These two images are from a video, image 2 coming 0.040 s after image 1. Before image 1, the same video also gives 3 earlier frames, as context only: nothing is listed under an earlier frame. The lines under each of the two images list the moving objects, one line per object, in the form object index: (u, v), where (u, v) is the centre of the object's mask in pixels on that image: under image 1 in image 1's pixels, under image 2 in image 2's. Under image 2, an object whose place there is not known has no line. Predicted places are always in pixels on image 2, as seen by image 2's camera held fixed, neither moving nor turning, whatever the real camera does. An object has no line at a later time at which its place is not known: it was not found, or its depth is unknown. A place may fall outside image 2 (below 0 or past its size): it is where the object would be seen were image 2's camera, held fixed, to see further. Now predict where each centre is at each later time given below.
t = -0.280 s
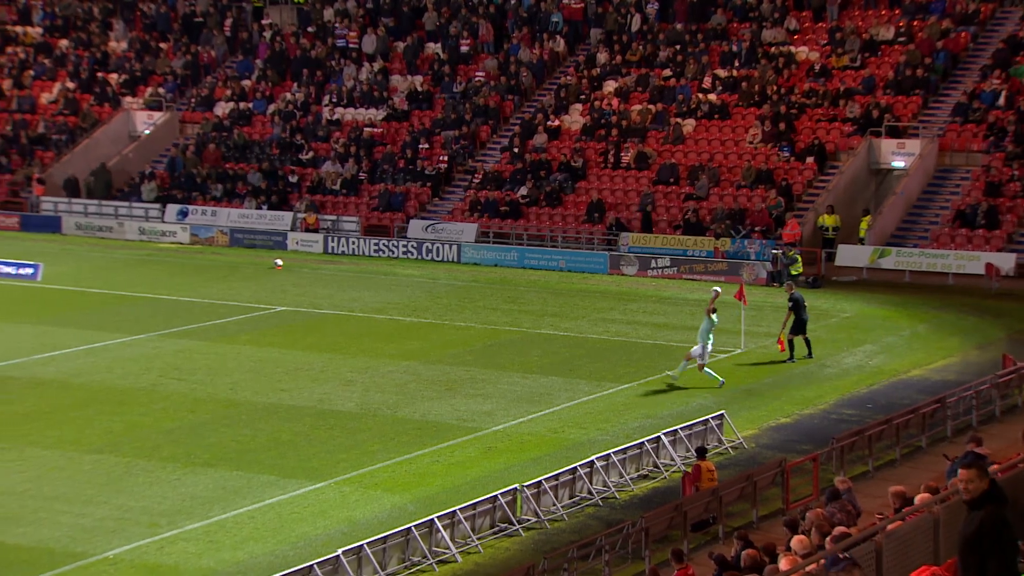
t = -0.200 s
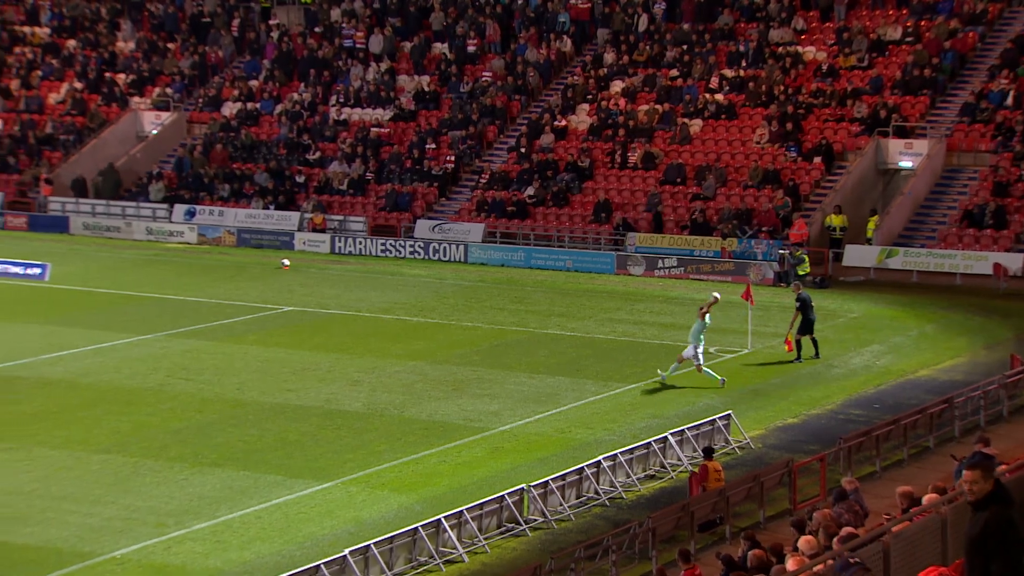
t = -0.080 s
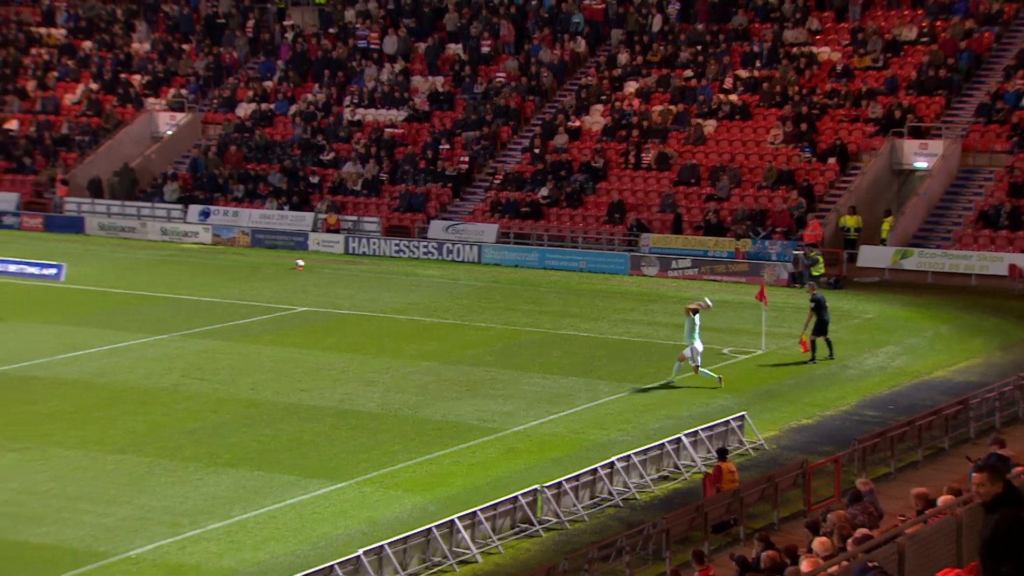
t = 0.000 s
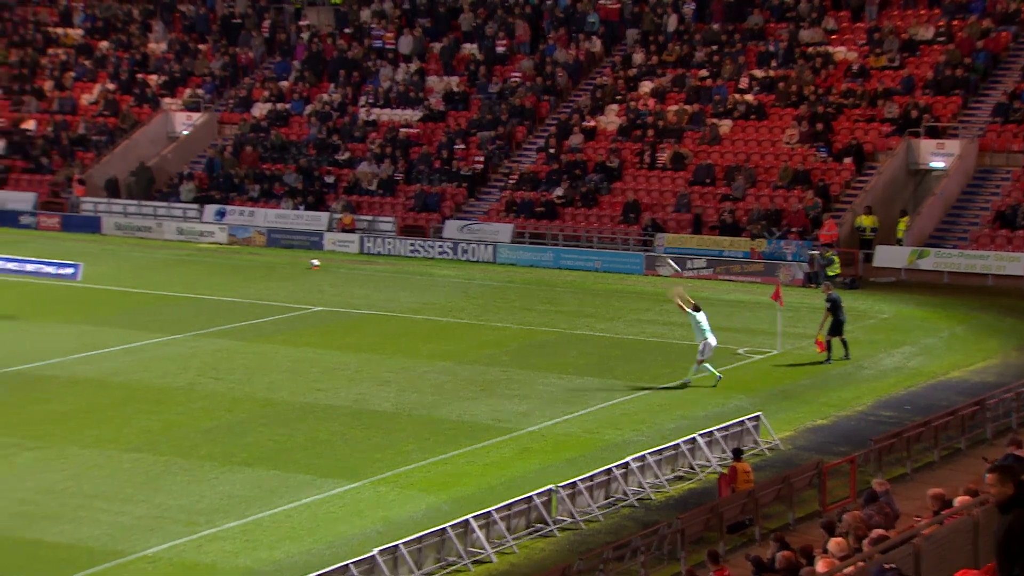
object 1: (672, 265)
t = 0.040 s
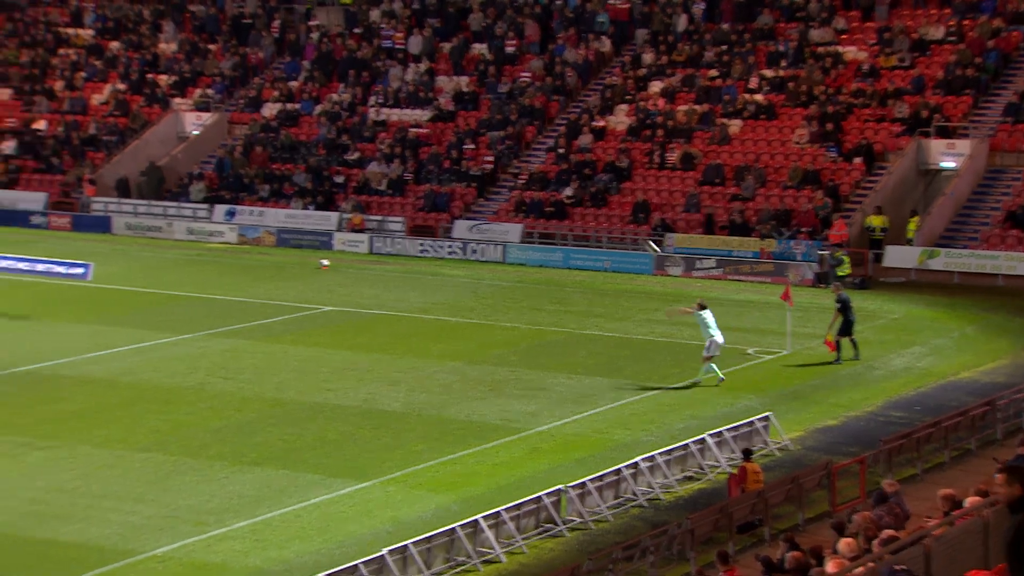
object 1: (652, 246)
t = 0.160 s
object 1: (571, 197)
